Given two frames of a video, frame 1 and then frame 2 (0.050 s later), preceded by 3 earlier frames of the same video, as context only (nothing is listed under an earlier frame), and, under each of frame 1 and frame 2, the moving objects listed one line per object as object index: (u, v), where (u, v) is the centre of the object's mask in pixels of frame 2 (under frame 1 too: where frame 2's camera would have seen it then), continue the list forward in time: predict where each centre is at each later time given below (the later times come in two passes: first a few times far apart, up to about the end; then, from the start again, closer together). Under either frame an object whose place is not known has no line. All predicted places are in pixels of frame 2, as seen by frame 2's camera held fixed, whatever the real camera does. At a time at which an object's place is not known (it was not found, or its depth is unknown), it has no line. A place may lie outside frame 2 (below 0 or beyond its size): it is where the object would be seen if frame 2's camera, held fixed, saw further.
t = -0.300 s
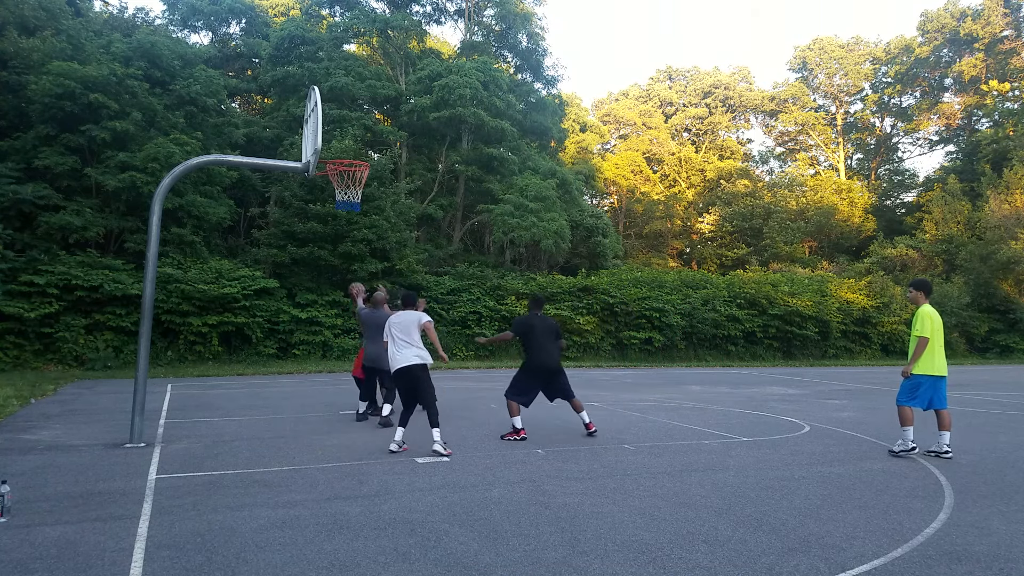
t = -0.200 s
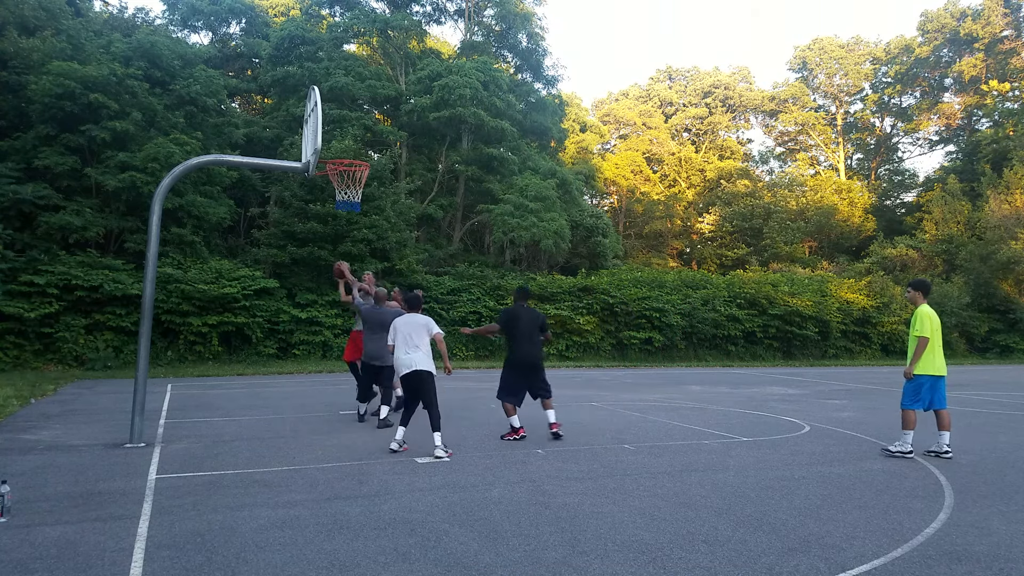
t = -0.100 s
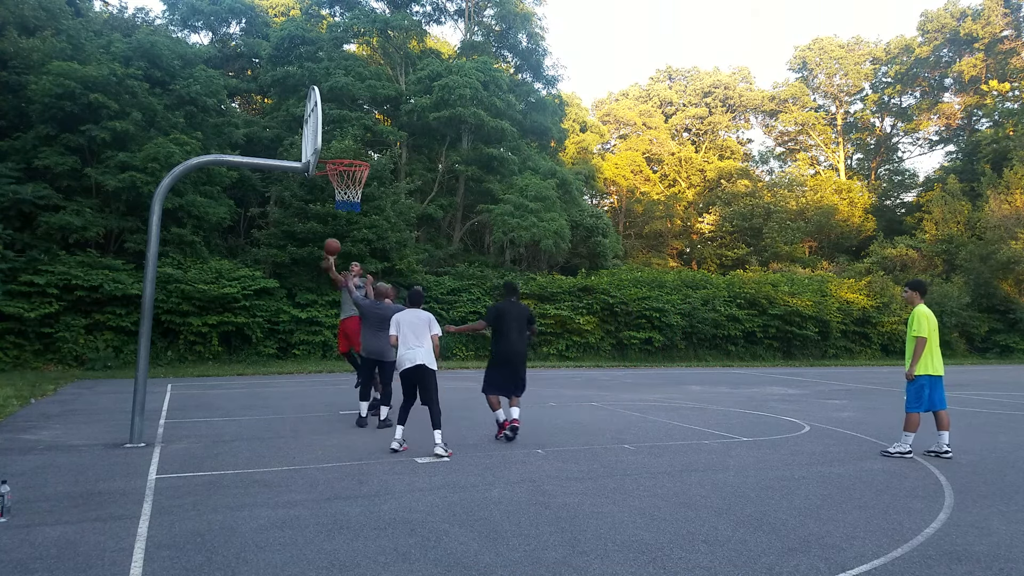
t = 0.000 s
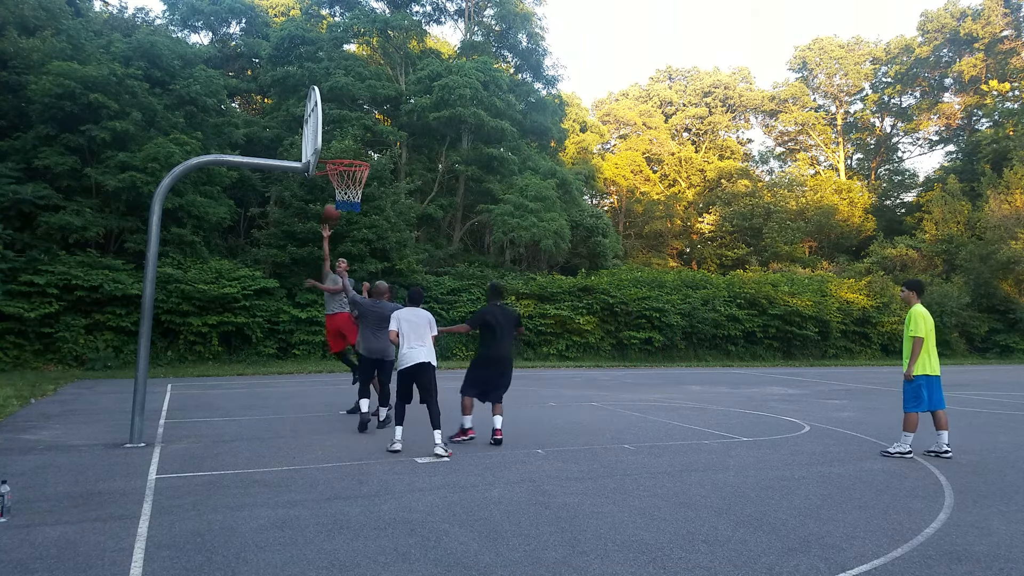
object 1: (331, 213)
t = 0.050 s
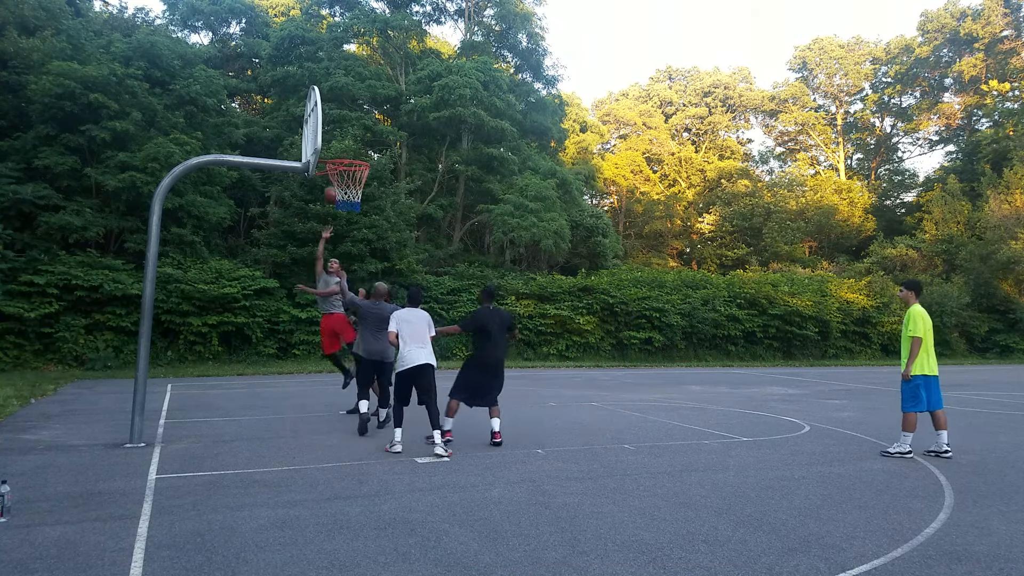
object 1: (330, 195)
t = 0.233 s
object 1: (336, 146)
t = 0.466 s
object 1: (341, 118)
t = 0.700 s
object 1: (347, 128)
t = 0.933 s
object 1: (348, 130)
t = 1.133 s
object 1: (344, 119)
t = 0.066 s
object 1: (330, 190)
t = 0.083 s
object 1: (332, 185)
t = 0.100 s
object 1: (333, 177)
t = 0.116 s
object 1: (337, 173)
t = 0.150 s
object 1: (333, 158)
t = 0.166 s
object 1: (334, 157)
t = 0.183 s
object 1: (335, 154)
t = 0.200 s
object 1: (335, 153)
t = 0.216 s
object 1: (336, 150)
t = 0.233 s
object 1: (336, 146)
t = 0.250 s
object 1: (336, 143)
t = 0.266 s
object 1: (337, 139)
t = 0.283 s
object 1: (338, 136)
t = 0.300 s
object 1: (338, 133)
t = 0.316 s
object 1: (338, 131)
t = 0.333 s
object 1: (339, 128)
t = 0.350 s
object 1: (340, 126)
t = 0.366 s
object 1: (340, 124)
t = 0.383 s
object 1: (340, 123)
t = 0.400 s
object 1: (340, 121)
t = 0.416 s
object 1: (340, 120)
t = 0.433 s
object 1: (341, 119)
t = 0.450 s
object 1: (341, 118)
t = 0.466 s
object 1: (341, 118)
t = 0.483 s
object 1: (341, 117)
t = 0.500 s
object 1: (341, 117)
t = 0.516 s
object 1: (341, 116)
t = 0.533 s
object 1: (342, 116)
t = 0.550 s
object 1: (342, 116)
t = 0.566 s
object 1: (342, 116)
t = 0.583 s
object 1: (343, 117)
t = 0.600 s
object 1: (343, 118)
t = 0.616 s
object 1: (344, 119)
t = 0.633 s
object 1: (345, 120)
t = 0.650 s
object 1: (346, 121)
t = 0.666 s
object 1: (346, 124)
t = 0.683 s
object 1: (347, 126)
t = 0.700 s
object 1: (347, 128)
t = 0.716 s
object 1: (348, 130)
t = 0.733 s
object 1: (348, 134)
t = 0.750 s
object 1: (348, 137)
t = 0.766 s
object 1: (349, 140)
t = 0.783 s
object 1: (349, 143)
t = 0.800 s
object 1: (349, 147)
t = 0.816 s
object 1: (350, 150)
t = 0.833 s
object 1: (350, 149)
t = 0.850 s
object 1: (350, 146)
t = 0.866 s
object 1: (349, 142)
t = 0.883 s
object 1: (349, 139)
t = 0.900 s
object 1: (348, 136)
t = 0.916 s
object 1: (348, 133)
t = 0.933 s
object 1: (348, 130)
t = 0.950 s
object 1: (347, 128)
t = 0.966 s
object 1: (347, 126)
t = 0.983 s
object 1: (347, 124)
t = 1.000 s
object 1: (347, 123)
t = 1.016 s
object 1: (346, 121)
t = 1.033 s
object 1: (346, 120)
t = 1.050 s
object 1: (345, 119)
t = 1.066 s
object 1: (345, 119)
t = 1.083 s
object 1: (345, 119)
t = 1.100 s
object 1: (345, 119)
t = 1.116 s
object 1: (345, 118)
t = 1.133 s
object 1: (344, 119)
